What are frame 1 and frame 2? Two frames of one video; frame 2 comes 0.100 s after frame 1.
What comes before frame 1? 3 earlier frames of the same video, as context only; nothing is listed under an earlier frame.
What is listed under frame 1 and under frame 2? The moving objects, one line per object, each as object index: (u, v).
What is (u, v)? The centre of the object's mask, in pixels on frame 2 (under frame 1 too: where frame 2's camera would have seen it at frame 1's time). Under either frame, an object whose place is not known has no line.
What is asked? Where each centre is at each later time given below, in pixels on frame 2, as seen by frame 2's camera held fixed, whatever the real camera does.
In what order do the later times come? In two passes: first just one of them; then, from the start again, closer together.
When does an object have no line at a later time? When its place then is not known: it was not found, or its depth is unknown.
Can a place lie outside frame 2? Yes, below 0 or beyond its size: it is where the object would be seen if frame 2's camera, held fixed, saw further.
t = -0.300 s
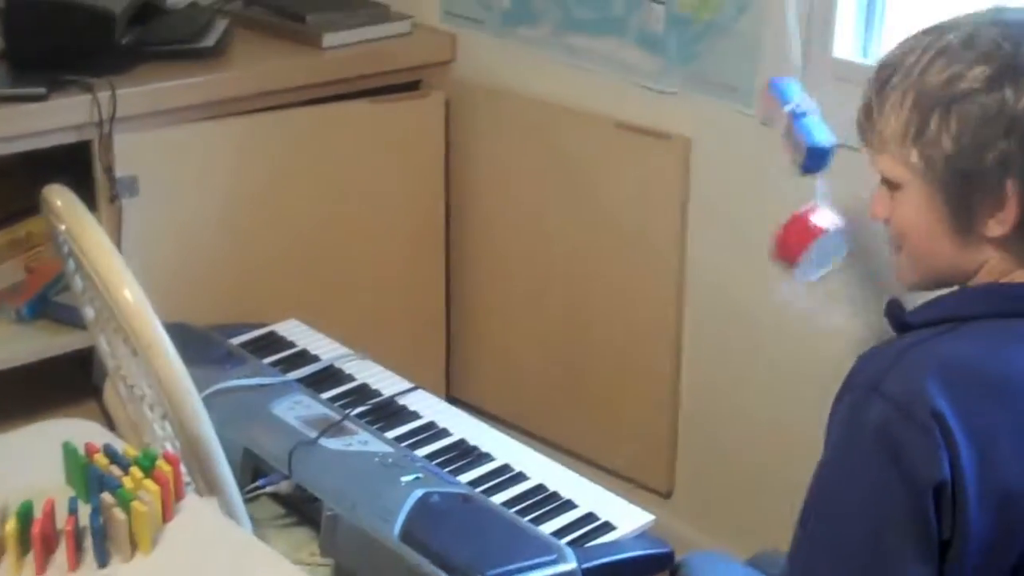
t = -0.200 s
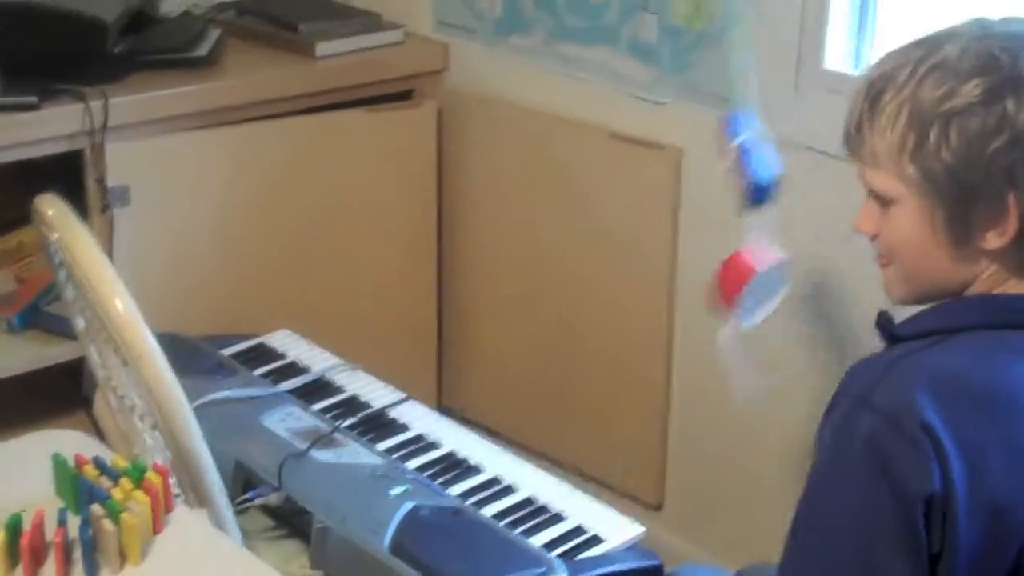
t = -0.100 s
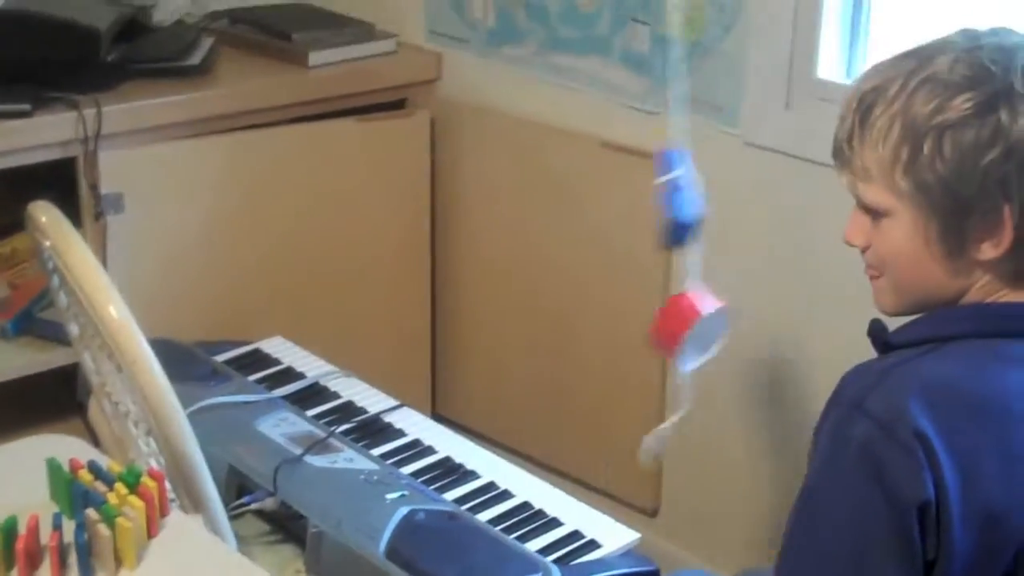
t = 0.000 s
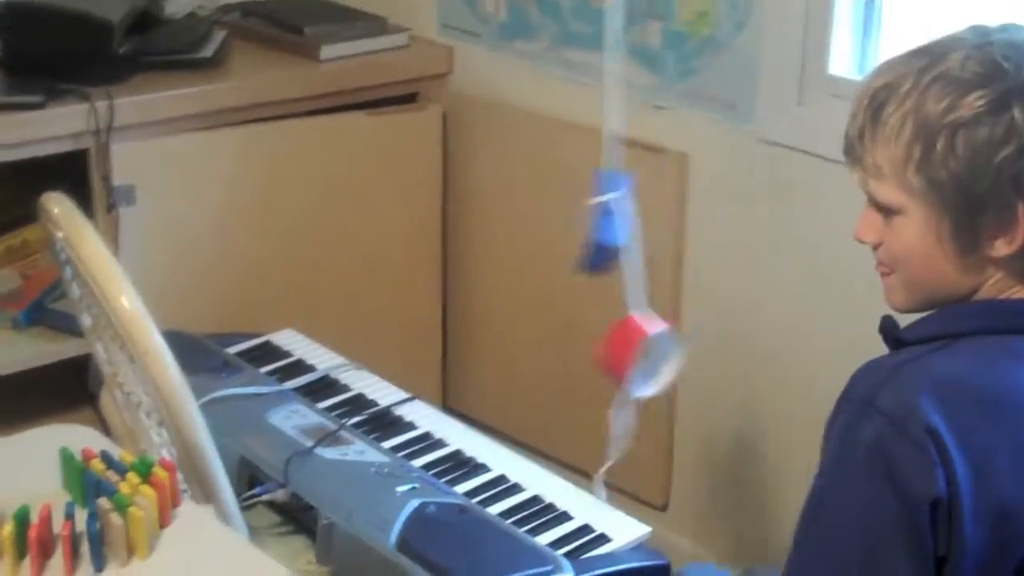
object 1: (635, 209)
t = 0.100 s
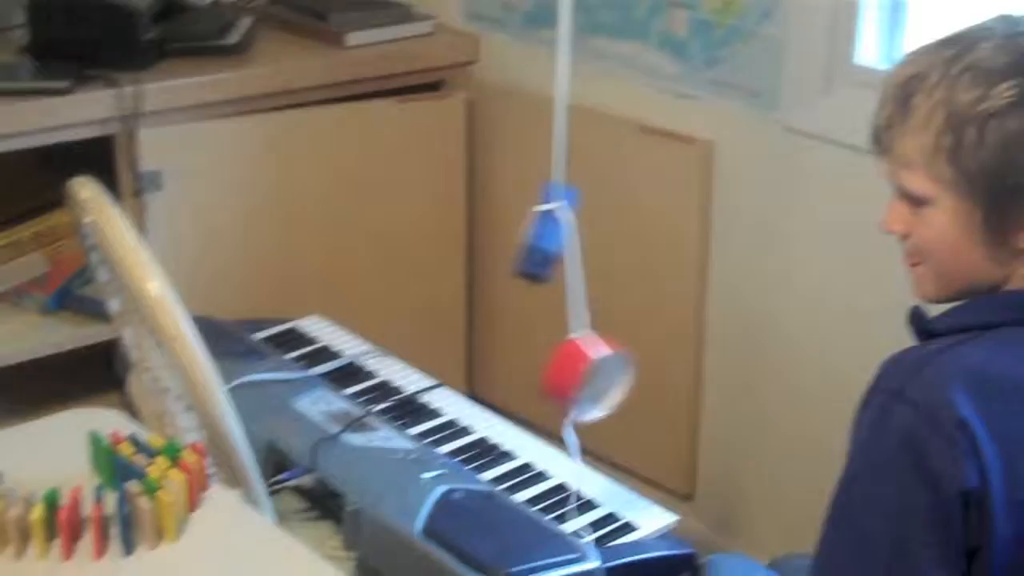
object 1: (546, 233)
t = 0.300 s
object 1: (387, 260)
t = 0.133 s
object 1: (518, 239)
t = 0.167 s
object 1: (491, 245)
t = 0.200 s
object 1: (462, 251)
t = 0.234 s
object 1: (438, 254)
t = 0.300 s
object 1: (387, 260)
